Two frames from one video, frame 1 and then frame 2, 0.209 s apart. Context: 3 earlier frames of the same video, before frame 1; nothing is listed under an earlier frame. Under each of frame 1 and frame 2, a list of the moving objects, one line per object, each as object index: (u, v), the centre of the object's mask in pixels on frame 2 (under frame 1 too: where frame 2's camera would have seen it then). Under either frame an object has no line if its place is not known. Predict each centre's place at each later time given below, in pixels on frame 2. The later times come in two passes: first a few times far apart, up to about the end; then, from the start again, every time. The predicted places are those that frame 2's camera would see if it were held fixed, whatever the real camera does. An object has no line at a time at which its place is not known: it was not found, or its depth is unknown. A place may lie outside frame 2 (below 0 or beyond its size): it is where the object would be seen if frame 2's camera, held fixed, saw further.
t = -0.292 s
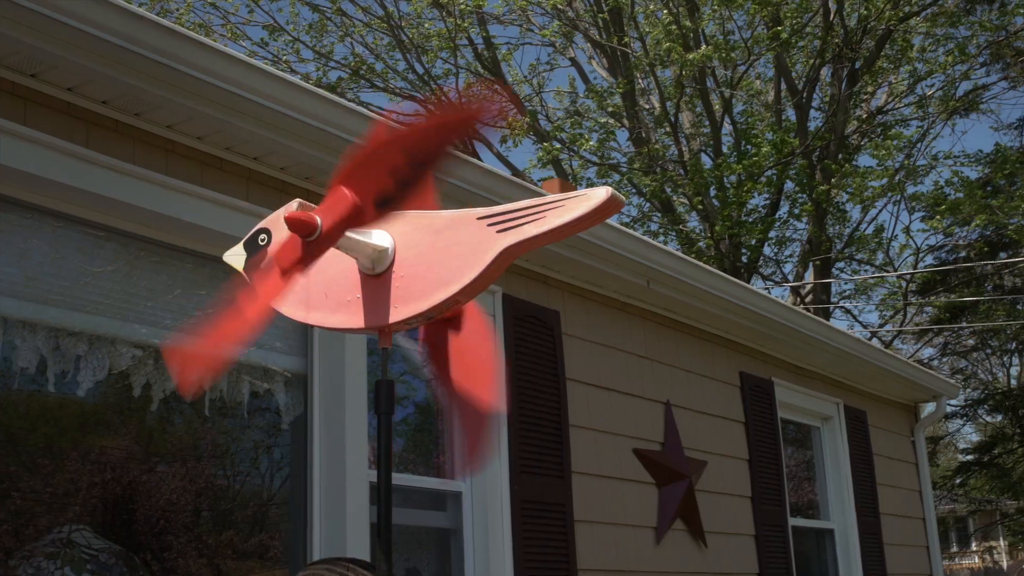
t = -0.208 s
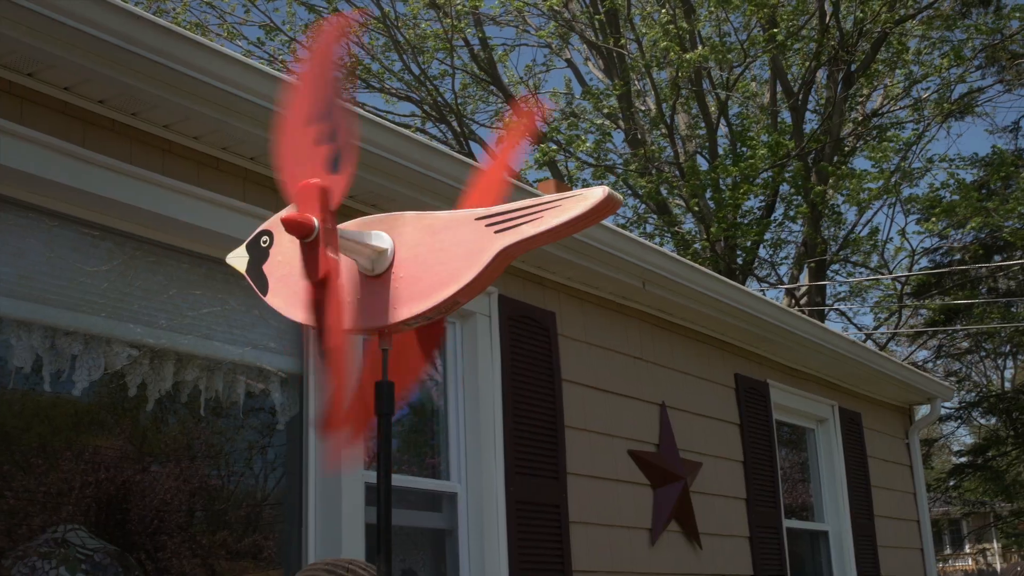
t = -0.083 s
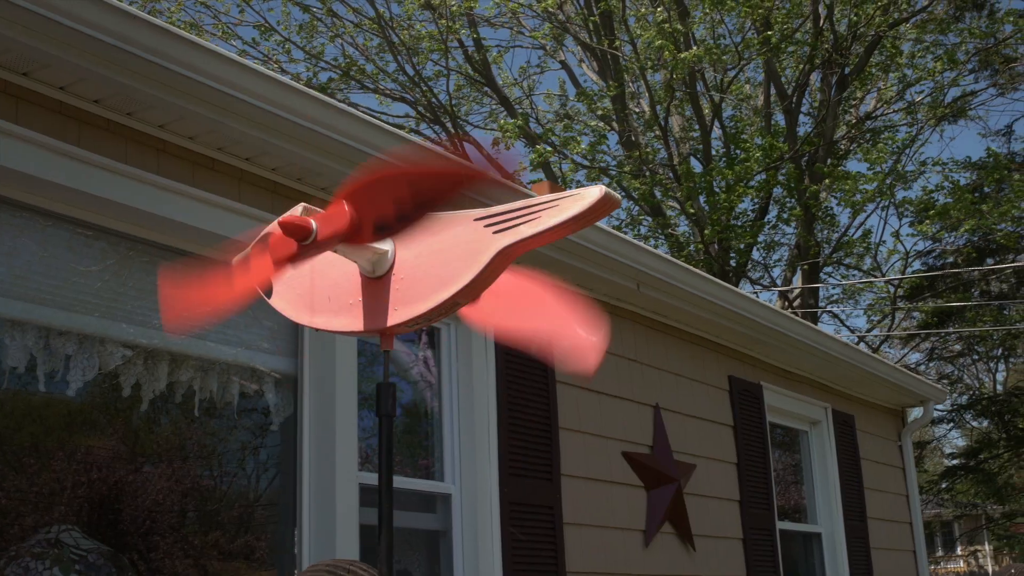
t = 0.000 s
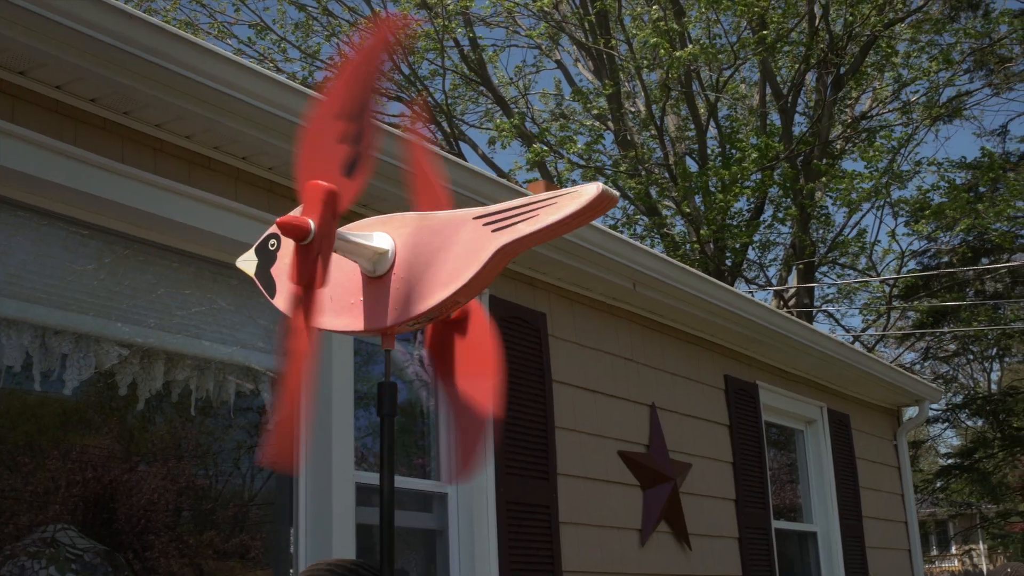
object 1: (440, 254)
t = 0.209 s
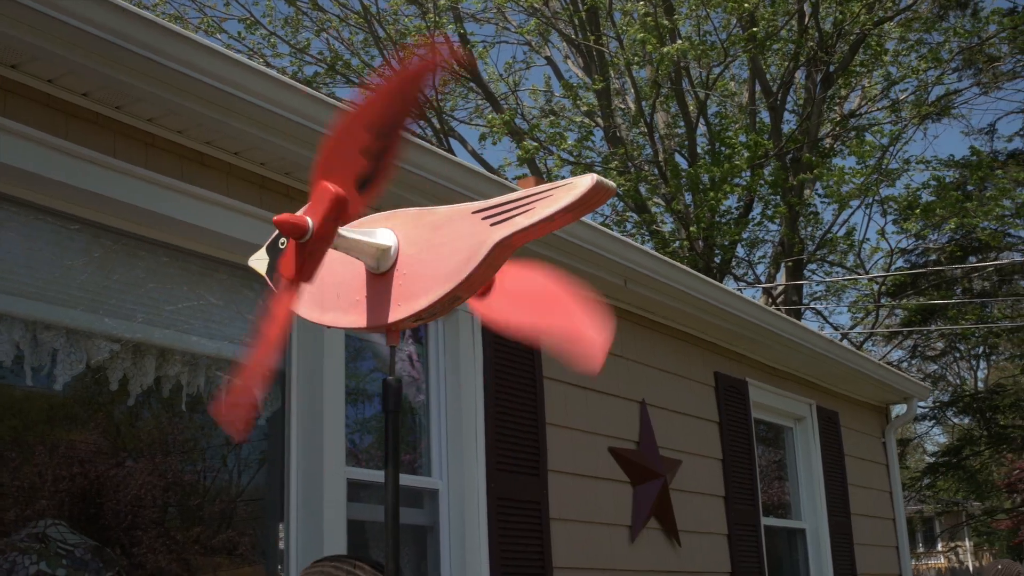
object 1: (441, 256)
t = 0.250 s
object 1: (450, 253)
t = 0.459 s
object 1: (454, 256)
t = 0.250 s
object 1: (450, 253)
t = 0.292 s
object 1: (465, 247)
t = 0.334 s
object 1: (438, 254)
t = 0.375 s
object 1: (441, 260)
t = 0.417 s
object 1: (448, 256)
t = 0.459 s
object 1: (454, 256)
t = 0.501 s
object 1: (465, 254)
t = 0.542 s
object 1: (457, 253)
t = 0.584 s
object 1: (454, 259)
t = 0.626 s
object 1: (464, 258)
